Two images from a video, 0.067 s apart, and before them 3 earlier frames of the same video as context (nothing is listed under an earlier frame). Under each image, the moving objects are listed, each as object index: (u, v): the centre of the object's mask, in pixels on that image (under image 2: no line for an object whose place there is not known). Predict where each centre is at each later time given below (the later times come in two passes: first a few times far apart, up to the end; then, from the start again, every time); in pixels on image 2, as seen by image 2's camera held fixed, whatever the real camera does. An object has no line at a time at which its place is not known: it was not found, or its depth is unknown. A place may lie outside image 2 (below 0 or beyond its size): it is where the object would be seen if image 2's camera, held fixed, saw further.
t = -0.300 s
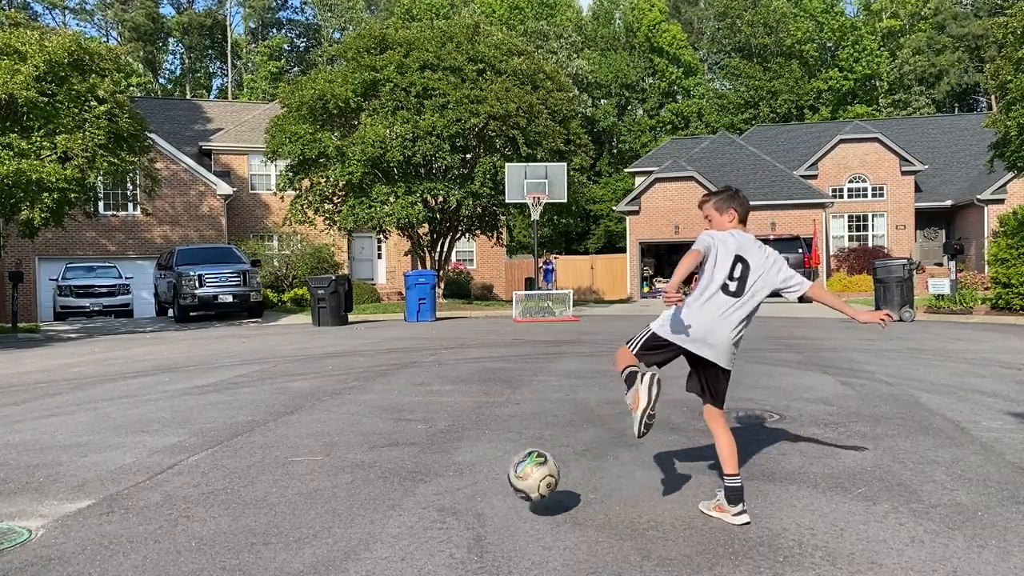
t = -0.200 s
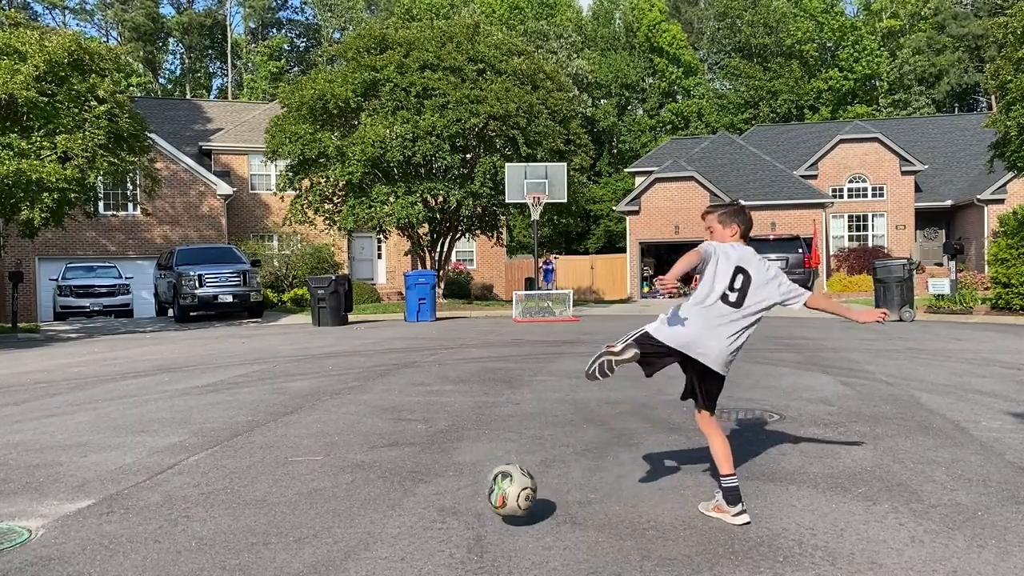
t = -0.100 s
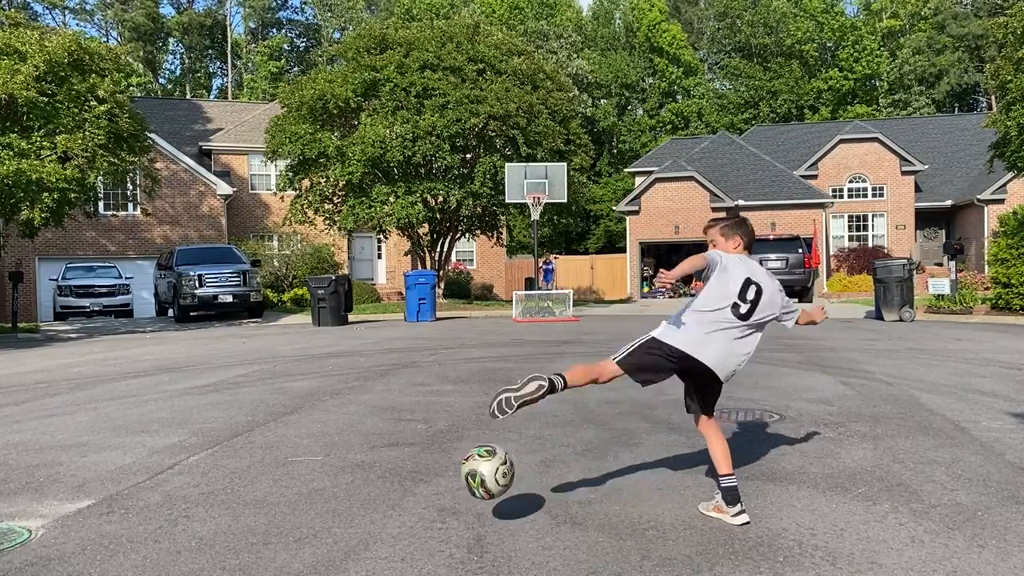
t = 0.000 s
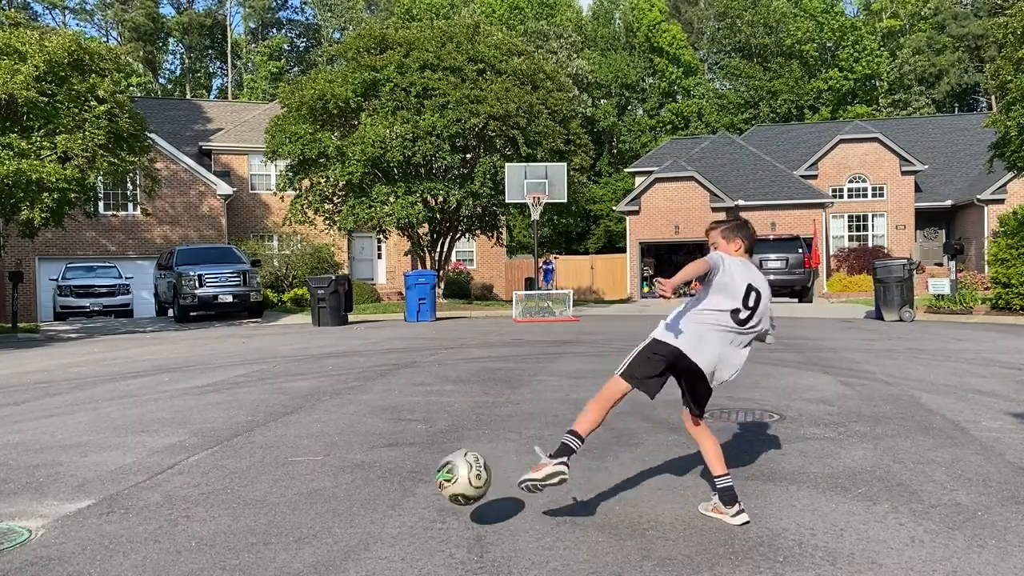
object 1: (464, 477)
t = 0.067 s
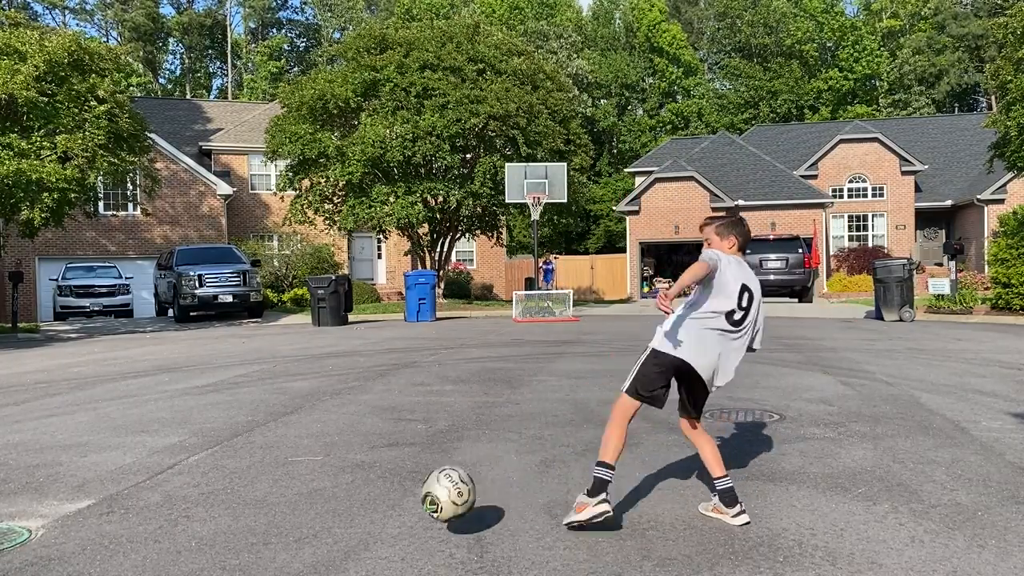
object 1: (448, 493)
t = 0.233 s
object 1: (409, 502)
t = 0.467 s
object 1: (352, 527)
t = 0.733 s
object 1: (280, 540)
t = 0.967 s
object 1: (213, 553)
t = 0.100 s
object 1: (440, 506)
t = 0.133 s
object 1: (433, 520)
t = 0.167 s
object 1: (425, 513)
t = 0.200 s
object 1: (417, 505)
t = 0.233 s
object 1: (409, 502)
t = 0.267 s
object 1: (402, 501)
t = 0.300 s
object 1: (393, 503)
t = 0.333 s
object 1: (385, 508)
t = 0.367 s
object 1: (377, 516)
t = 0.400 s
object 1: (369, 527)
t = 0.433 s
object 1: (361, 531)
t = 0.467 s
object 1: (352, 527)
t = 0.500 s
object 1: (343, 525)
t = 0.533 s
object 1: (335, 525)
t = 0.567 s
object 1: (325, 528)
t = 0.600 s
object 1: (317, 535)
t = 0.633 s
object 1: (308, 544)
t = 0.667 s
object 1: (298, 540)
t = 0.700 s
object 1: (289, 539)
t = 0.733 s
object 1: (280, 540)
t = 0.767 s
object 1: (270, 543)
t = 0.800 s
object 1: (261, 548)
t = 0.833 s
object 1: (252, 549)
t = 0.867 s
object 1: (242, 548)
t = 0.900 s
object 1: (232, 550)
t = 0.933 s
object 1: (224, 552)
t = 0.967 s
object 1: (213, 553)
